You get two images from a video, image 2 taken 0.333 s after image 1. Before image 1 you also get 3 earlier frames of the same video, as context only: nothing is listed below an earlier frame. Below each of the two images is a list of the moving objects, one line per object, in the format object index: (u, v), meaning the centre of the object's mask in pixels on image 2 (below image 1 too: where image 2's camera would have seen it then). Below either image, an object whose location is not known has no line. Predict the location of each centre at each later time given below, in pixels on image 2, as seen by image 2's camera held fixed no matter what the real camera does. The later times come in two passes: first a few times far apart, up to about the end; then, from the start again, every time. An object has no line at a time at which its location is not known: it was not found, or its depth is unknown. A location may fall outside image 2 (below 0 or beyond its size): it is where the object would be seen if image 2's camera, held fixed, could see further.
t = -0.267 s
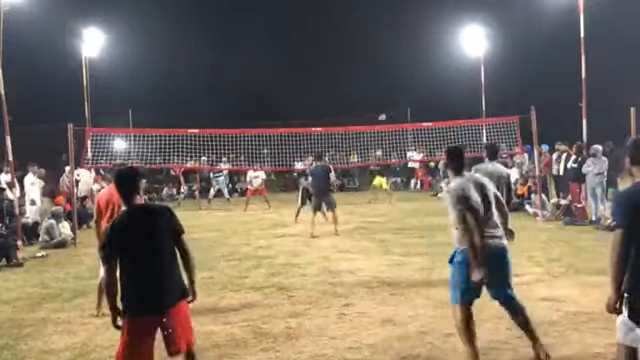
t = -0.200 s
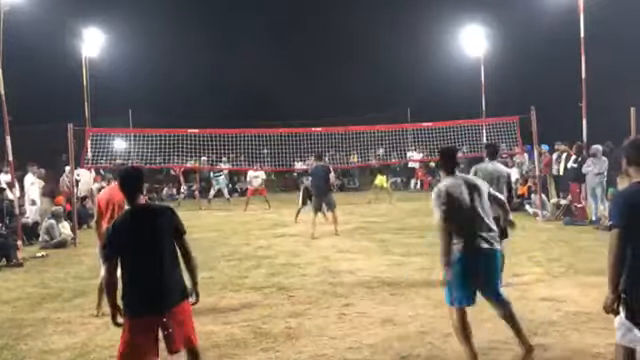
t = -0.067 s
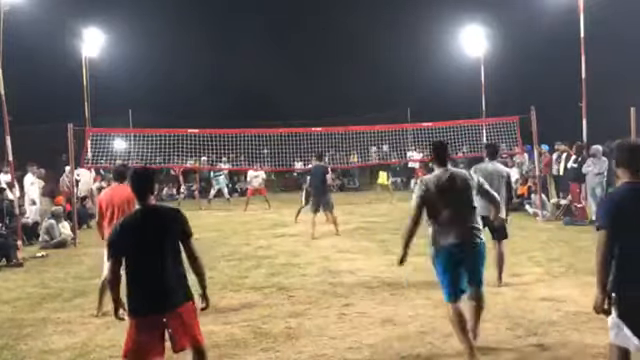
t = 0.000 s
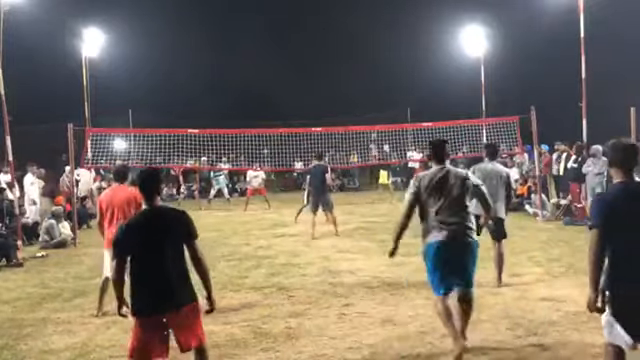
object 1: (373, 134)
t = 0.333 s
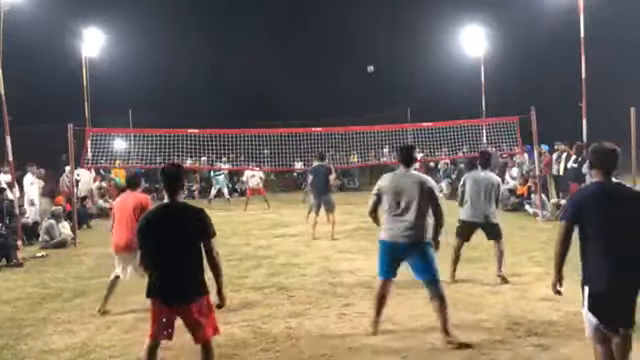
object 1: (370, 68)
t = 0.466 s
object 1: (369, 46)
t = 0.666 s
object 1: (367, 23)
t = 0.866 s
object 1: (365, 14)
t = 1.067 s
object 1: (364, 27)
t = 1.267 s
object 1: (364, 71)
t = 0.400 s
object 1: (369, 57)
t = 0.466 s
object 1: (369, 46)
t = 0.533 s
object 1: (368, 37)
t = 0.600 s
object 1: (367, 30)
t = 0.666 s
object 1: (367, 23)
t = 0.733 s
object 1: (366, 18)
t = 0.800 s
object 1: (365, 15)
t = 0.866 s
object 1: (365, 14)
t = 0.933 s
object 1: (364, 16)
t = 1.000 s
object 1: (365, 19)
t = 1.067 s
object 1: (364, 27)
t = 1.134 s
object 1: (364, 37)
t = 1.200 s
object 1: (364, 51)
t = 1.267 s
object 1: (364, 71)
